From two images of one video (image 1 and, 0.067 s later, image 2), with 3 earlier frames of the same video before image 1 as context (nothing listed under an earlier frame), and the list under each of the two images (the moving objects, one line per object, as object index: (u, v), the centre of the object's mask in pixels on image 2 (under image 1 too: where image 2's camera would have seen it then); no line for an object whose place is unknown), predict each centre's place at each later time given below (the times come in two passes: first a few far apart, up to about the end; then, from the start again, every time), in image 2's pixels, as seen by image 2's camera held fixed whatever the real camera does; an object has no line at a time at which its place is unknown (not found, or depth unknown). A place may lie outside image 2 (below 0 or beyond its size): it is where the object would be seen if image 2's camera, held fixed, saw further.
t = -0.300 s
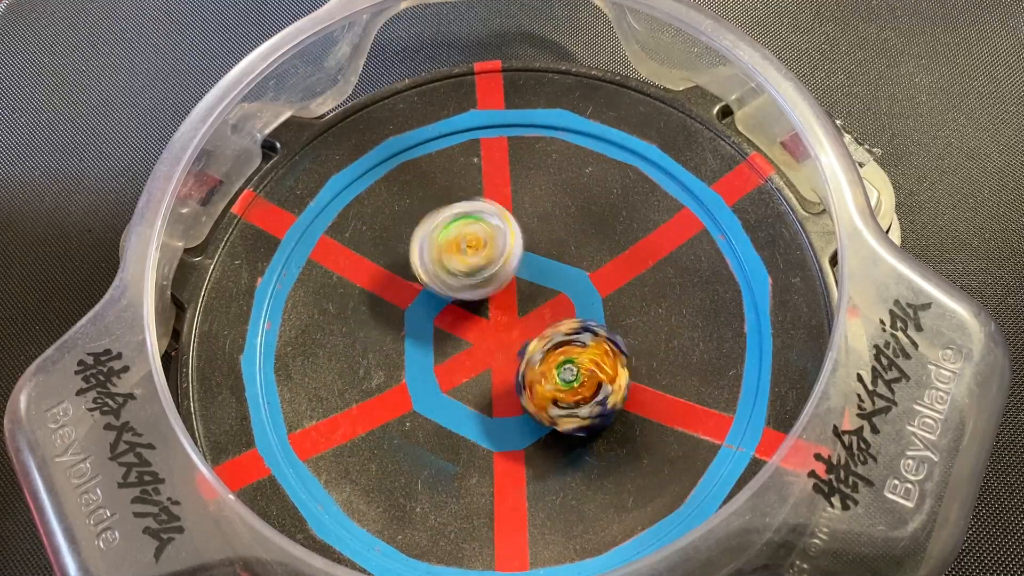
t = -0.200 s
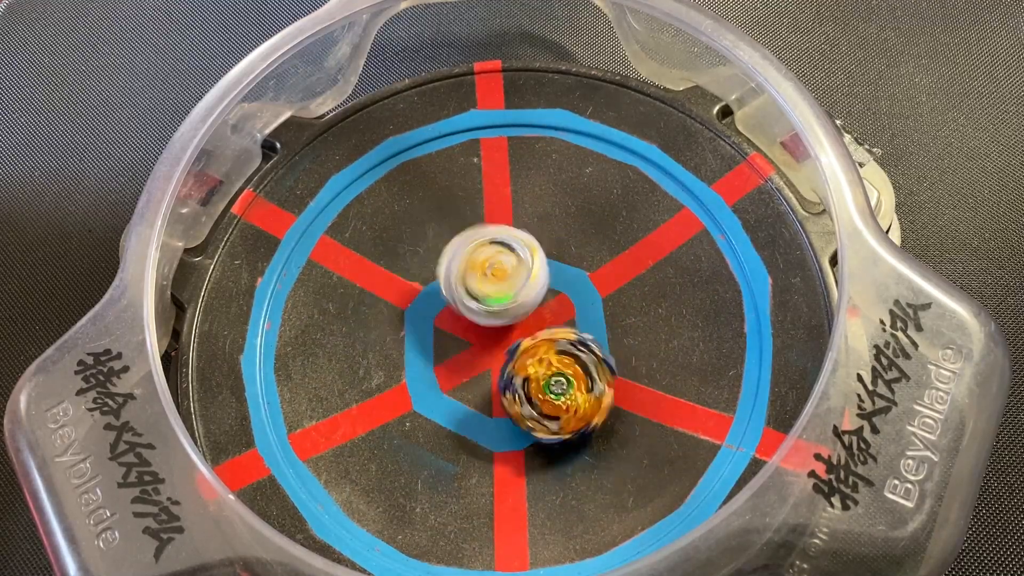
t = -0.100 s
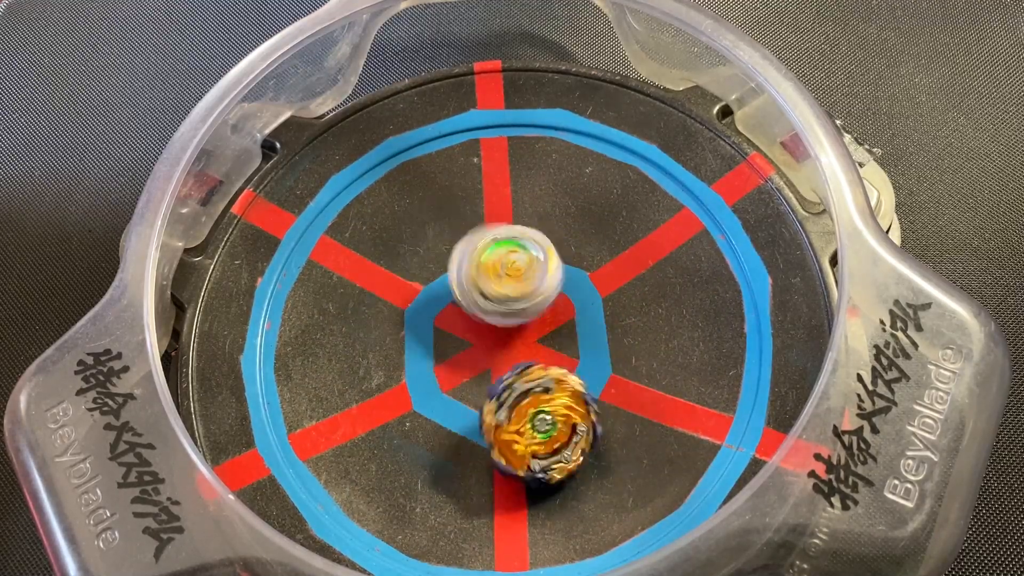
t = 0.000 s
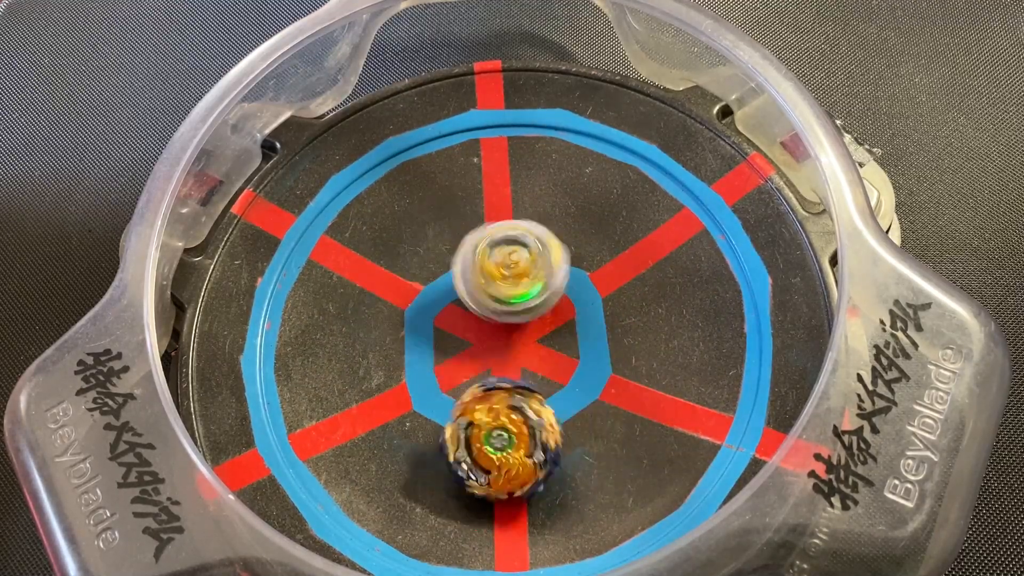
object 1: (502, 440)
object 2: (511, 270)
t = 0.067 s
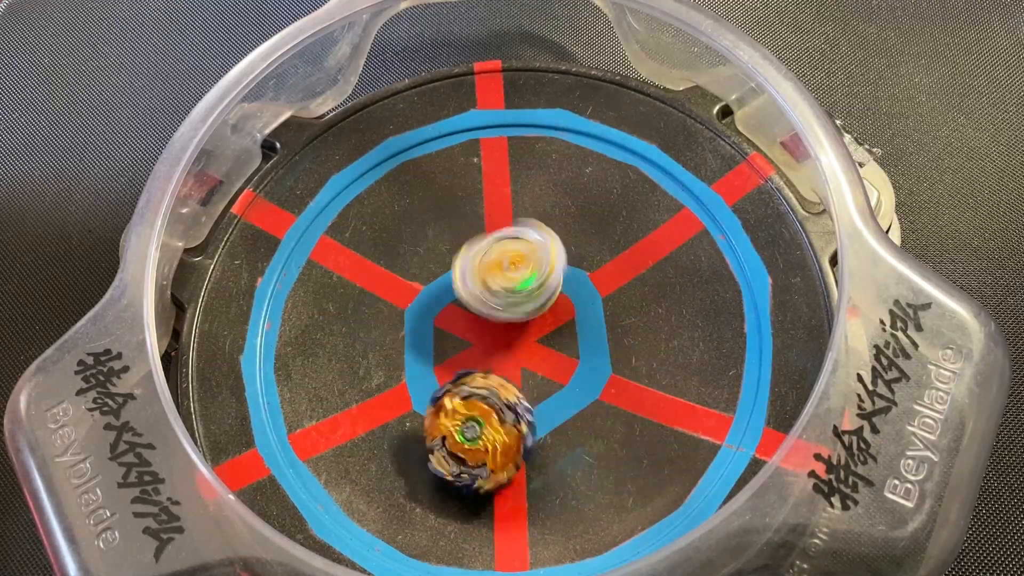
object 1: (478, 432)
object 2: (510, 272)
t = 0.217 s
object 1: (455, 396)
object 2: (521, 285)
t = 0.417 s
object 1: (450, 396)
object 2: (580, 243)
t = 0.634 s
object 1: (488, 374)
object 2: (557, 300)
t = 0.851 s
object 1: (412, 392)
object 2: (607, 300)
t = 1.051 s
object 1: (439, 368)
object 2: (561, 325)
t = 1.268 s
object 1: (404, 352)
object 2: (546, 343)
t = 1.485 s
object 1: (432, 351)
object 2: (546, 345)
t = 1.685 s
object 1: (436, 351)
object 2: (548, 354)
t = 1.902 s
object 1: (432, 341)
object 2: (535, 345)
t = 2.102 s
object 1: (426, 341)
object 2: (550, 343)
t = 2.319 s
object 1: (432, 345)
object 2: (532, 342)
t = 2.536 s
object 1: (435, 344)
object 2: (539, 331)
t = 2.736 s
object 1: (432, 344)
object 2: (531, 337)
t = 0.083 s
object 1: (473, 429)
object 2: (516, 269)
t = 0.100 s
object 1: (469, 424)
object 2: (516, 279)
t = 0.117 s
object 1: (467, 419)
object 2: (512, 277)
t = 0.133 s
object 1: (465, 413)
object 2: (517, 281)
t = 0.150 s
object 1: (464, 406)
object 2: (515, 287)
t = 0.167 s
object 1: (465, 400)
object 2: (508, 290)
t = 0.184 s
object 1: (466, 394)
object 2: (512, 289)
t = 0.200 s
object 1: (462, 392)
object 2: (520, 293)
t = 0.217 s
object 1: (455, 396)
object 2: (521, 285)
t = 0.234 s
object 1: (449, 399)
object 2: (530, 276)
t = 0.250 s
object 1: (444, 401)
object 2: (538, 271)
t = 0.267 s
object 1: (441, 402)
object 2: (547, 268)
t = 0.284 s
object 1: (439, 403)
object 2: (545, 264)
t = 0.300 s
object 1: (439, 404)
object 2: (552, 252)
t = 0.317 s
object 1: (440, 404)
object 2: (562, 250)
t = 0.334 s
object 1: (441, 404)
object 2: (565, 250)
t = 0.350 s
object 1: (442, 403)
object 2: (566, 247)
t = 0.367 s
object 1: (443, 402)
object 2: (570, 242)
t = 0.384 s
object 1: (445, 400)
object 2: (580, 243)
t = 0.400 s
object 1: (447, 399)
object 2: (577, 248)
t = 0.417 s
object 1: (450, 396)
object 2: (580, 243)
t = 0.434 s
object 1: (452, 393)
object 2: (587, 245)
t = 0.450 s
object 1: (455, 391)
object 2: (587, 251)
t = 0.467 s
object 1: (459, 388)
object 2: (582, 255)
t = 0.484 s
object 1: (463, 386)
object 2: (583, 254)
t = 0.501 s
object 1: (467, 384)
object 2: (590, 257)
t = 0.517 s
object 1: (473, 380)
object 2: (583, 267)
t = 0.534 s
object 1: (478, 377)
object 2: (580, 269)
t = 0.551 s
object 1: (482, 375)
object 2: (581, 274)
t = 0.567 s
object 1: (483, 376)
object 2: (579, 279)
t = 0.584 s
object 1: (486, 375)
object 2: (569, 286)
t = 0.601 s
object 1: (488, 374)
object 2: (566, 286)
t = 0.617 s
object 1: (489, 374)
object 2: (567, 293)
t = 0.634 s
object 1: (488, 374)
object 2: (557, 300)
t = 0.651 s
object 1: (485, 375)
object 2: (553, 302)
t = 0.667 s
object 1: (475, 375)
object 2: (561, 301)
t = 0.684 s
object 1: (460, 382)
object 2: (573, 299)
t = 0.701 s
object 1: (449, 386)
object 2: (580, 305)
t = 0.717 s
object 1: (438, 389)
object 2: (578, 301)
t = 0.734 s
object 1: (429, 391)
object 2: (588, 295)
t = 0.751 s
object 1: (421, 393)
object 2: (595, 295)
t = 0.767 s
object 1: (414, 395)
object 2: (601, 298)
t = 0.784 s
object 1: (411, 396)
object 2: (599, 302)
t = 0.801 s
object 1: (409, 395)
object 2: (595, 298)
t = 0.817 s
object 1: (409, 394)
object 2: (603, 292)
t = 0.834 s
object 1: (410, 393)
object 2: (609, 294)
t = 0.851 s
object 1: (412, 392)
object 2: (607, 300)
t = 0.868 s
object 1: (414, 391)
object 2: (603, 302)
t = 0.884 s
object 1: (417, 390)
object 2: (602, 304)
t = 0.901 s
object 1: (420, 389)
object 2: (602, 303)
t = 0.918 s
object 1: (424, 387)
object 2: (603, 308)
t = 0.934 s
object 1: (427, 385)
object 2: (592, 313)
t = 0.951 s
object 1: (429, 382)
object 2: (589, 310)
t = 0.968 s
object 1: (431, 379)
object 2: (587, 314)
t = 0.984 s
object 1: (433, 376)
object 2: (583, 318)
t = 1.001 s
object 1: (435, 375)
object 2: (572, 325)
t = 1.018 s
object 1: (437, 372)
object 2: (562, 323)
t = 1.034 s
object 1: (438, 370)
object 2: (562, 321)
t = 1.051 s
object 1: (439, 368)
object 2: (561, 325)
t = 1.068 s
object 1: (439, 367)
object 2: (549, 330)
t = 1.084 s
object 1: (437, 366)
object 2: (544, 330)
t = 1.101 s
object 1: (428, 364)
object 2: (549, 332)
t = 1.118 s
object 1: (420, 361)
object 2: (553, 335)
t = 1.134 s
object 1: (414, 359)
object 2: (556, 340)
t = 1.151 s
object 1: (409, 357)
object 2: (549, 345)
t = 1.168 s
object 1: (406, 356)
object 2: (547, 342)
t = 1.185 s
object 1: (403, 355)
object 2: (552, 340)
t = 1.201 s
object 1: (402, 354)
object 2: (558, 342)
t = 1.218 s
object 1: (401, 353)
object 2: (558, 346)
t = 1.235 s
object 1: (402, 353)
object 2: (549, 347)
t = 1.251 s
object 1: (403, 353)
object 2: (546, 344)
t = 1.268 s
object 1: (404, 352)
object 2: (546, 343)
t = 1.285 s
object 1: (405, 352)
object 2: (546, 341)
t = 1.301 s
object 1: (407, 351)
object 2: (548, 342)
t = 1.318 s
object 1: (410, 350)
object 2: (542, 346)
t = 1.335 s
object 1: (413, 349)
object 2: (534, 341)
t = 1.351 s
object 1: (416, 348)
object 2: (538, 337)
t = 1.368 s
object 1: (420, 347)
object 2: (540, 337)
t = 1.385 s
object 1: (423, 347)
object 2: (539, 338)
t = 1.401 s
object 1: (427, 347)
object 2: (537, 338)
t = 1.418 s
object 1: (429, 347)
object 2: (537, 339)
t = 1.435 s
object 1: (430, 347)
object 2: (536, 340)
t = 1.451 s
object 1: (430, 348)
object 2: (540, 341)
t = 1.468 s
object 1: (431, 349)
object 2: (544, 342)
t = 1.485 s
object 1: (432, 351)
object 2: (546, 345)
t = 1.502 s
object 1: (433, 353)
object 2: (548, 347)
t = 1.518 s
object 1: (434, 355)
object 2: (549, 346)
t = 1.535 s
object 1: (435, 356)
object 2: (552, 346)
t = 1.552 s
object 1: (434, 356)
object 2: (555, 347)
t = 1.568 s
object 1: (434, 357)
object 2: (556, 349)
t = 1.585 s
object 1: (435, 357)
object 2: (554, 351)
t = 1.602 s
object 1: (435, 355)
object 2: (553, 349)
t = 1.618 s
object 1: (436, 355)
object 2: (556, 348)
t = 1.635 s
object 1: (436, 354)
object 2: (556, 351)
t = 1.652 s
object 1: (436, 353)
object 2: (553, 353)
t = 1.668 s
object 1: (436, 352)
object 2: (550, 354)
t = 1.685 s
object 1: (436, 351)
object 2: (548, 354)
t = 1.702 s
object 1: (436, 350)
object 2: (549, 352)
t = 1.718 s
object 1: (436, 349)
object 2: (549, 353)
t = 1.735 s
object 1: (435, 348)
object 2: (544, 354)
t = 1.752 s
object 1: (435, 347)
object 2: (539, 354)
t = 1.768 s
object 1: (435, 346)
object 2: (534, 351)
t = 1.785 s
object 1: (434, 345)
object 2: (531, 347)
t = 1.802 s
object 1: (433, 344)
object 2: (532, 346)
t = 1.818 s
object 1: (431, 342)
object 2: (532, 347)
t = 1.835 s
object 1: (431, 342)
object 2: (531, 347)
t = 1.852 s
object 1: (431, 342)
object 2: (531, 346)
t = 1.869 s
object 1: (432, 341)
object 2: (532, 345)
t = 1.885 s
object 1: (432, 341)
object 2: (533, 345)
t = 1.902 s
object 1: (432, 341)
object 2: (535, 345)
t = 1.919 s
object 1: (431, 341)
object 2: (536, 344)
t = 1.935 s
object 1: (431, 341)
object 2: (535, 343)
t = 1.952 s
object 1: (432, 342)
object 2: (535, 342)
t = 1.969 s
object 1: (434, 342)
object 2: (535, 342)
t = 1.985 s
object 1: (434, 343)
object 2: (534, 343)
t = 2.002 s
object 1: (432, 343)
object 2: (536, 343)
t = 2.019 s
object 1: (429, 342)
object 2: (539, 342)
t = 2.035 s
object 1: (428, 342)
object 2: (542, 341)
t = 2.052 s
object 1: (427, 341)
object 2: (545, 340)
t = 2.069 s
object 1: (426, 341)
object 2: (548, 340)
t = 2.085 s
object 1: (426, 341)
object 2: (550, 341)
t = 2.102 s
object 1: (426, 341)
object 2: (550, 343)
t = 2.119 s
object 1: (427, 341)
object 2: (547, 345)
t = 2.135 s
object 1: (427, 340)
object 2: (544, 345)
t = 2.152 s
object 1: (429, 340)
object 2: (541, 345)
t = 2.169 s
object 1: (431, 340)
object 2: (537, 343)
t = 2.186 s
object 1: (433, 340)
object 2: (534, 342)
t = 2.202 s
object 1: (434, 340)
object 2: (533, 340)
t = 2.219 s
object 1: (434, 340)
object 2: (534, 340)
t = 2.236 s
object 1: (433, 339)
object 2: (536, 341)
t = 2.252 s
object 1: (432, 340)
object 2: (535, 343)
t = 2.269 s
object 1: (431, 341)
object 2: (533, 343)
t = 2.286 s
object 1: (432, 343)
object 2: (530, 343)
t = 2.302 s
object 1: (432, 345)
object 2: (531, 342)
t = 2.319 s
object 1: (432, 345)
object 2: (532, 342)
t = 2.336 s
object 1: (433, 345)
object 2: (534, 342)
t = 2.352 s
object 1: (434, 345)
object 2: (536, 341)
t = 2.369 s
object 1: (434, 345)
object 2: (537, 339)
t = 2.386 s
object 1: (435, 345)
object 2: (538, 338)
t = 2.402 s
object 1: (436, 344)
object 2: (539, 336)
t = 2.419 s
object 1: (436, 344)
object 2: (540, 334)
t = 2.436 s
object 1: (436, 345)
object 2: (540, 333)
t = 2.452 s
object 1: (436, 345)
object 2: (540, 331)
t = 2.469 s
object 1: (436, 344)
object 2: (541, 330)
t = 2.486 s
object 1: (436, 345)
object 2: (541, 330)
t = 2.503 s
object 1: (435, 344)
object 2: (541, 330)
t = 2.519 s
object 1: (435, 344)
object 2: (541, 330)
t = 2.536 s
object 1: (435, 344)
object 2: (539, 331)
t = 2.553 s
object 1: (434, 344)
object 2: (538, 332)
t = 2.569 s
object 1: (433, 344)
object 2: (538, 333)
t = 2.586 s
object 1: (433, 344)
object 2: (537, 334)
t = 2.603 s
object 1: (433, 343)
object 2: (537, 334)
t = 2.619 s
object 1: (433, 343)
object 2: (536, 335)
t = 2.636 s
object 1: (433, 344)
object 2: (536, 335)
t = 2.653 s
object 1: (432, 344)
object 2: (535, 336)
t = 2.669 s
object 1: (432, 344)
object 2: (534, 336)
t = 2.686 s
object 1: (432, 344)
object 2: (533, 337)
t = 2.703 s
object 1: (432, 344)
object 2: (532, 337)
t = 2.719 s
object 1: (432, 344)
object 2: (531, 337)
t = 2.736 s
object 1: (432, 344)
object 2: (531, 337)
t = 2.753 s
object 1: (432, 344)
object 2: (531, 337)
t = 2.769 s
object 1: (432, 344)
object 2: (531, 337)
